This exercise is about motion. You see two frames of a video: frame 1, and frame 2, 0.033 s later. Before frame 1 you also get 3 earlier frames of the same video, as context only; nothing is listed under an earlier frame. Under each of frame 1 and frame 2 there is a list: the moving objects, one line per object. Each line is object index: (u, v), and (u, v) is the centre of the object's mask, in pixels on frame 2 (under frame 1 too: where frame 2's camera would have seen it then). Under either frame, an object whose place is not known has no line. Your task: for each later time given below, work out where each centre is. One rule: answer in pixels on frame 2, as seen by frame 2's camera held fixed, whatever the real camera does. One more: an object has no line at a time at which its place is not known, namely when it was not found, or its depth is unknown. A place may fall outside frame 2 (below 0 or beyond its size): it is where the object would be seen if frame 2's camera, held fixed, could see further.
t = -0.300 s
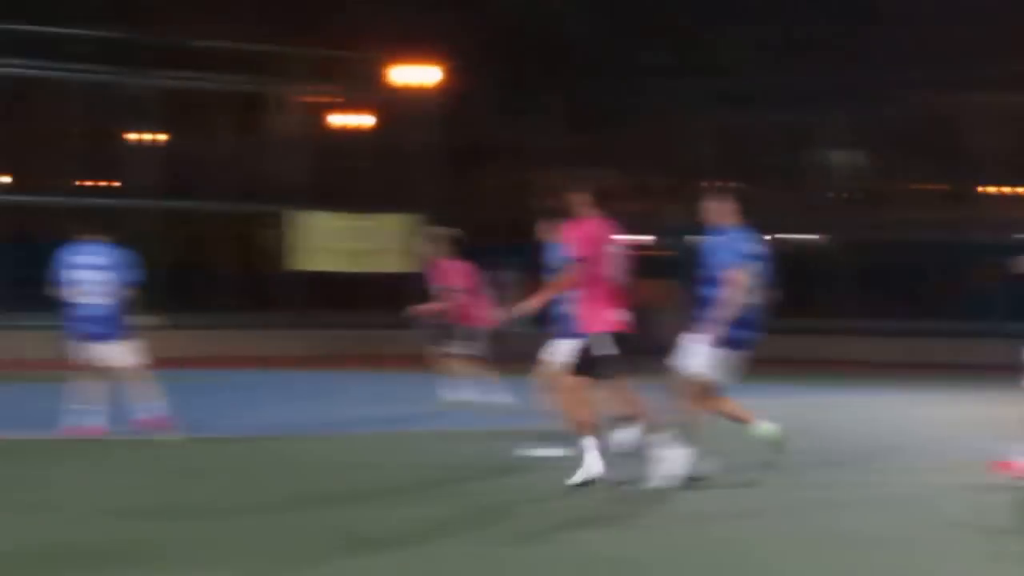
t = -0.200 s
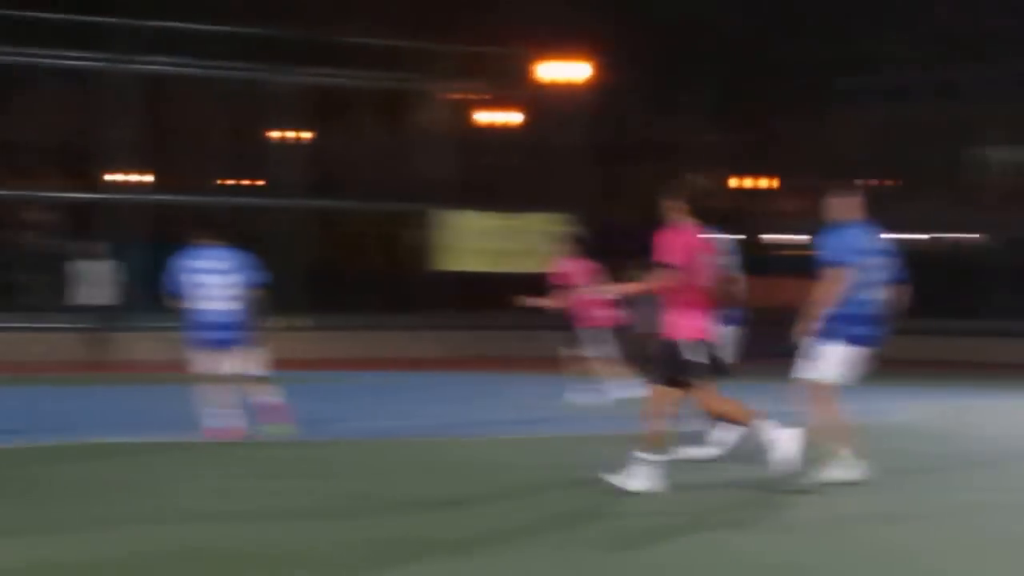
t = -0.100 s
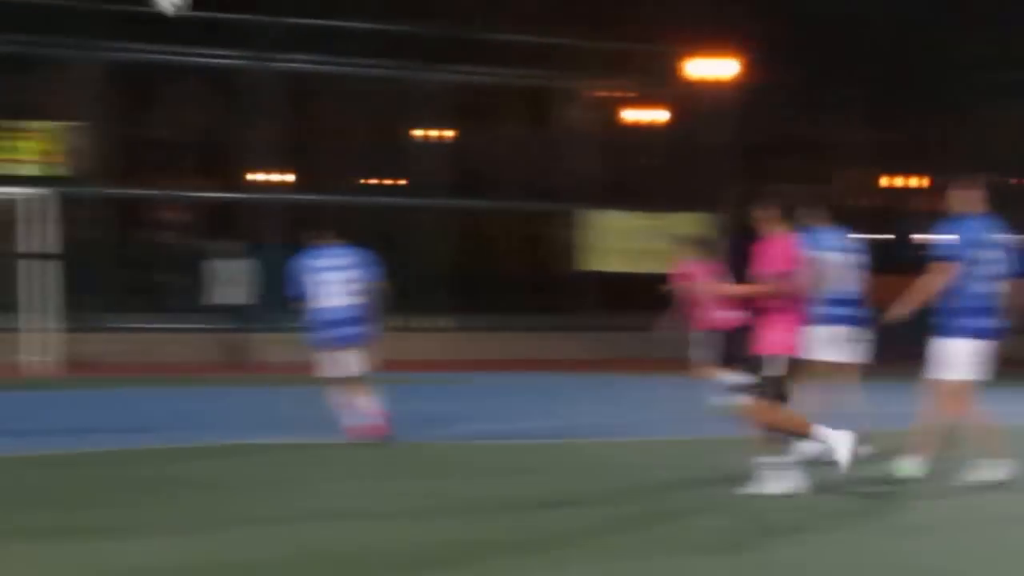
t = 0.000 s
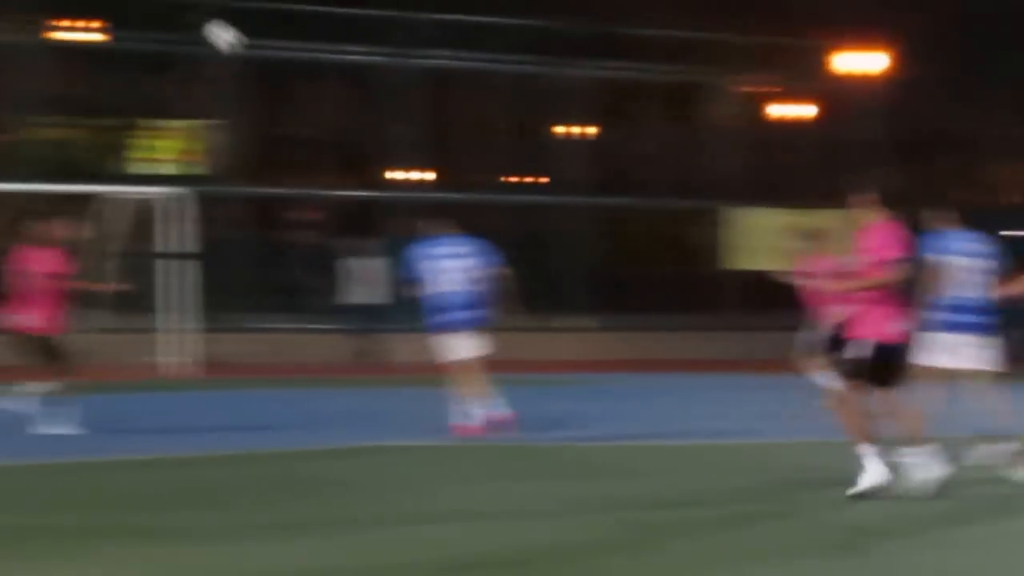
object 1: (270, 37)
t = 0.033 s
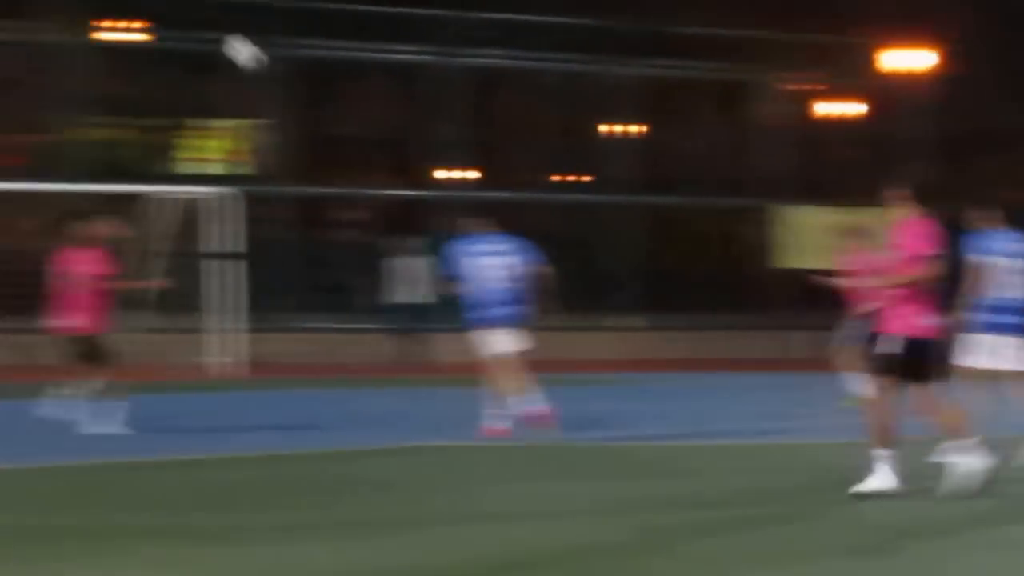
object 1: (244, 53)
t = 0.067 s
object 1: (218, 69)
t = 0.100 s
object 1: (191, 86)
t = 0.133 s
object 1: (167, 105)
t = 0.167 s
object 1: (147, 127)
